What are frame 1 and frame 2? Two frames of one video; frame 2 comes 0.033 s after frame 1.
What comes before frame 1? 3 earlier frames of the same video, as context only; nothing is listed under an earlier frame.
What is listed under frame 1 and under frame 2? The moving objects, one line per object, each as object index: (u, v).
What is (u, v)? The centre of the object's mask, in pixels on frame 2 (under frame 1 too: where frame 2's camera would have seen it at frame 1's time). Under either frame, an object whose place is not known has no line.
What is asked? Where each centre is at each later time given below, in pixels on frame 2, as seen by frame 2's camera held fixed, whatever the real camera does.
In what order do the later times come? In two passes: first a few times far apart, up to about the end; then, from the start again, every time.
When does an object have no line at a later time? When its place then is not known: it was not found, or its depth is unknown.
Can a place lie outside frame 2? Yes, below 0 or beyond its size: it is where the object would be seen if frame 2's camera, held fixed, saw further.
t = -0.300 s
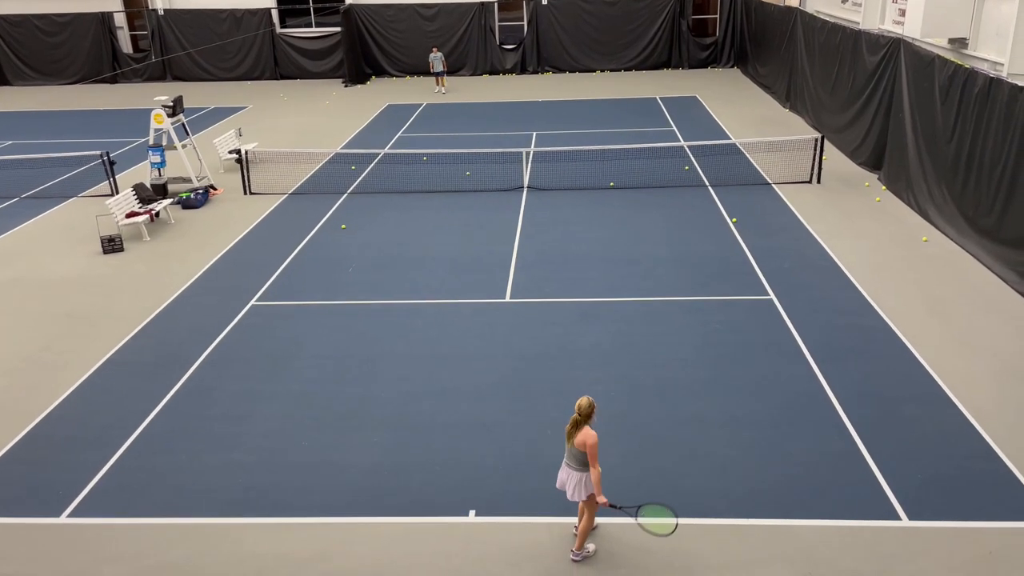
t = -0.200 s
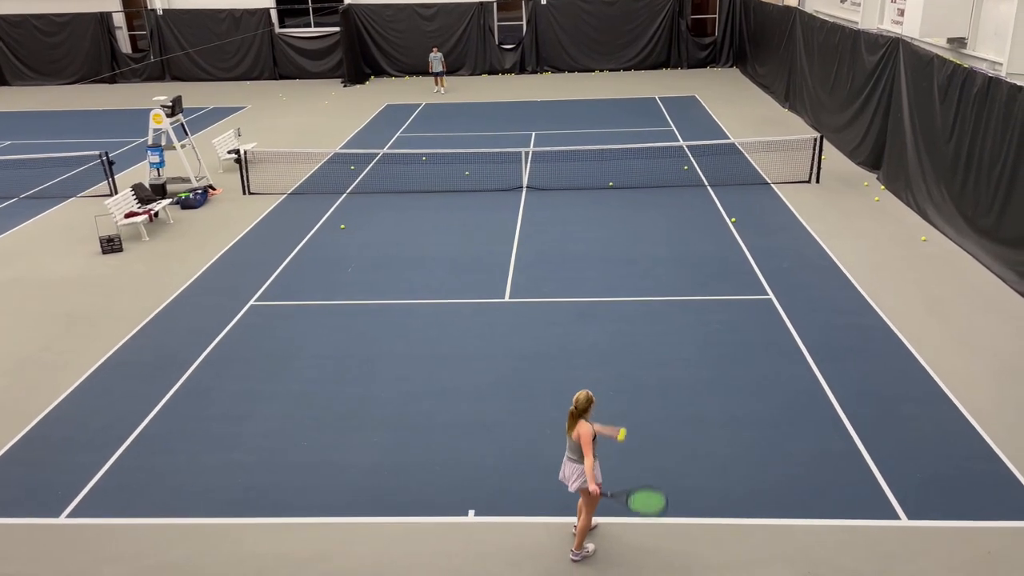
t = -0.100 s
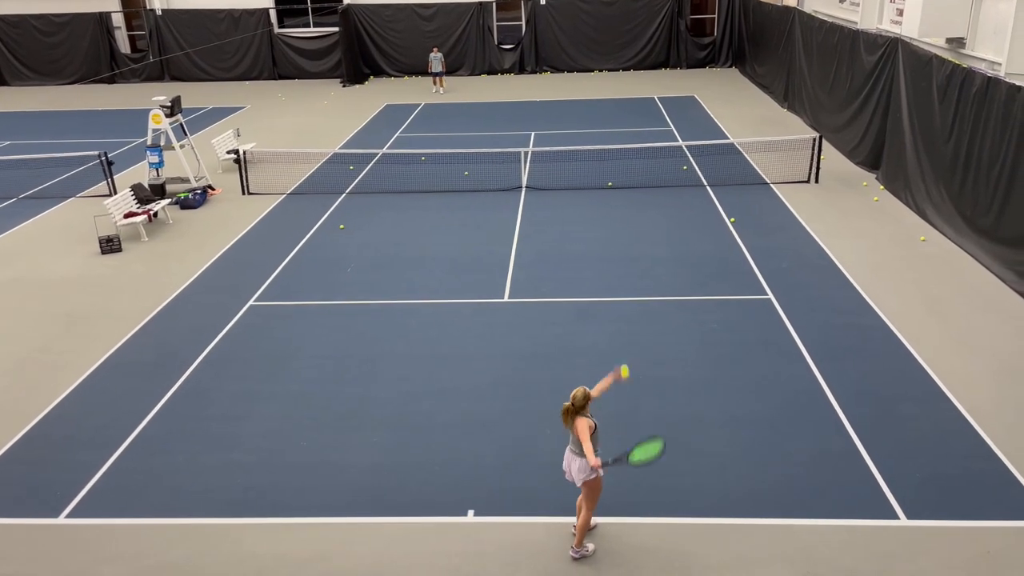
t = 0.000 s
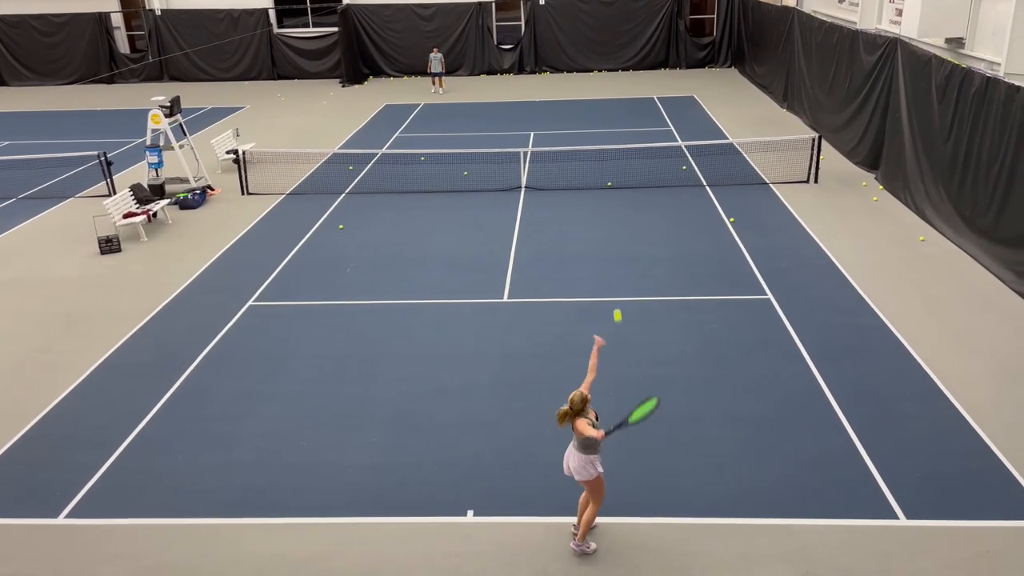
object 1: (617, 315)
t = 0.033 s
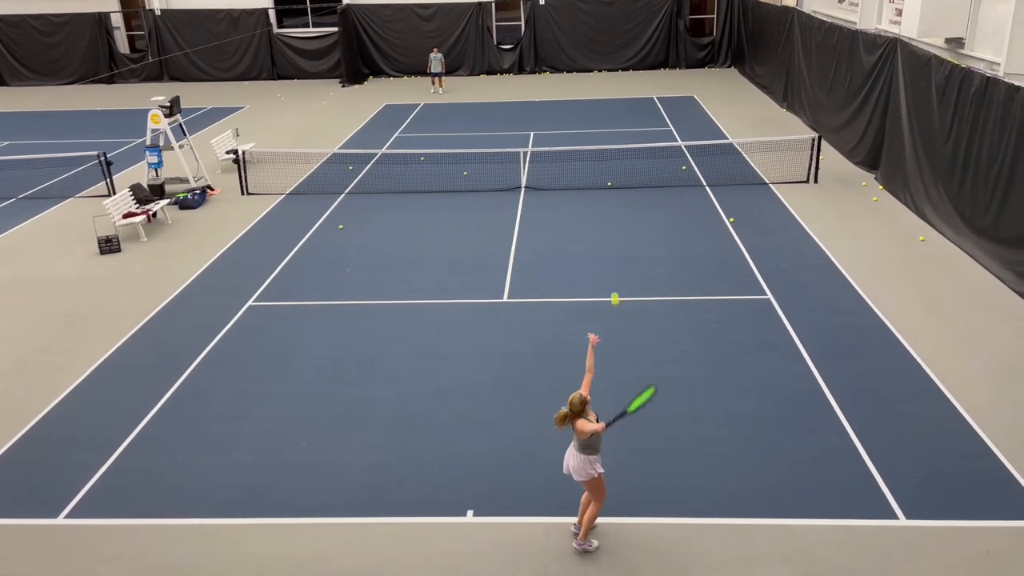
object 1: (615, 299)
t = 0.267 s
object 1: (598, 210)
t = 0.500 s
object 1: (581, 179)
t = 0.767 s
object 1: (561, 217)
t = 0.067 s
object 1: (612, 282)
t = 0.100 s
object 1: (610, 268)
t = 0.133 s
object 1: (607, 254)
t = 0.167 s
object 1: (605, 241)
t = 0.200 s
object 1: (603, 230)
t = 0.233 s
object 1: (600, 220)
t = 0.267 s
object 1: (598, 210)
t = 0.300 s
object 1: (595, 202)
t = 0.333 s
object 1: (593, 195)
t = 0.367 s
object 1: (590, 189)
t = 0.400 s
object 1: (588, 185)
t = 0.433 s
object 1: (586, 182)
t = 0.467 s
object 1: (583, 180)
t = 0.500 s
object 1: (581, 179)
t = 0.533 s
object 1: (578, 180)
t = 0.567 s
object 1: (576, 181)
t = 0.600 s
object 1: (573, 185)
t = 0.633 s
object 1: (571, 189)
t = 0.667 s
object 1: (568, 194)
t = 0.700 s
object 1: (566, 201)
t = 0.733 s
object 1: (564, 208)
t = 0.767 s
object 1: (561, 217)
